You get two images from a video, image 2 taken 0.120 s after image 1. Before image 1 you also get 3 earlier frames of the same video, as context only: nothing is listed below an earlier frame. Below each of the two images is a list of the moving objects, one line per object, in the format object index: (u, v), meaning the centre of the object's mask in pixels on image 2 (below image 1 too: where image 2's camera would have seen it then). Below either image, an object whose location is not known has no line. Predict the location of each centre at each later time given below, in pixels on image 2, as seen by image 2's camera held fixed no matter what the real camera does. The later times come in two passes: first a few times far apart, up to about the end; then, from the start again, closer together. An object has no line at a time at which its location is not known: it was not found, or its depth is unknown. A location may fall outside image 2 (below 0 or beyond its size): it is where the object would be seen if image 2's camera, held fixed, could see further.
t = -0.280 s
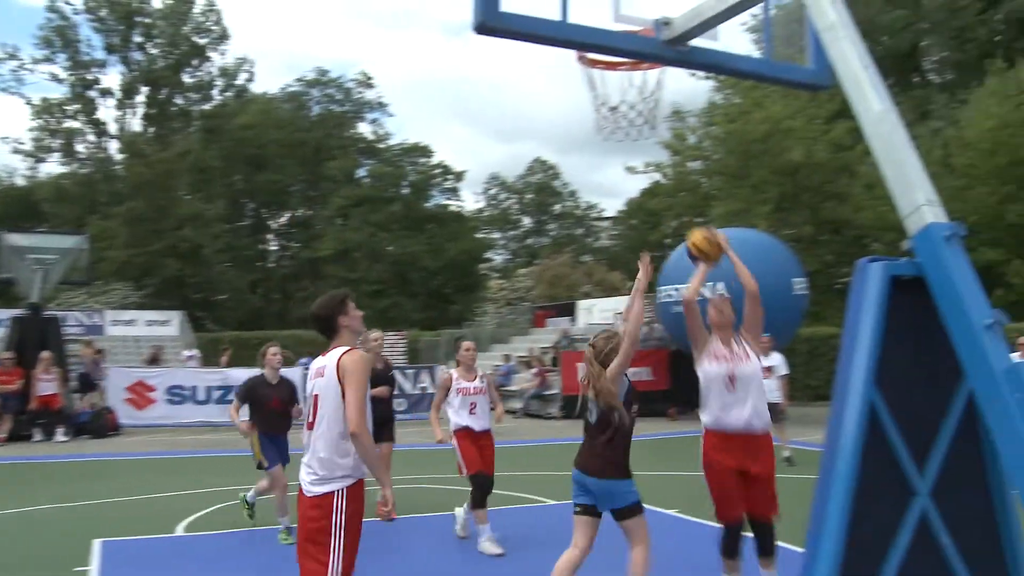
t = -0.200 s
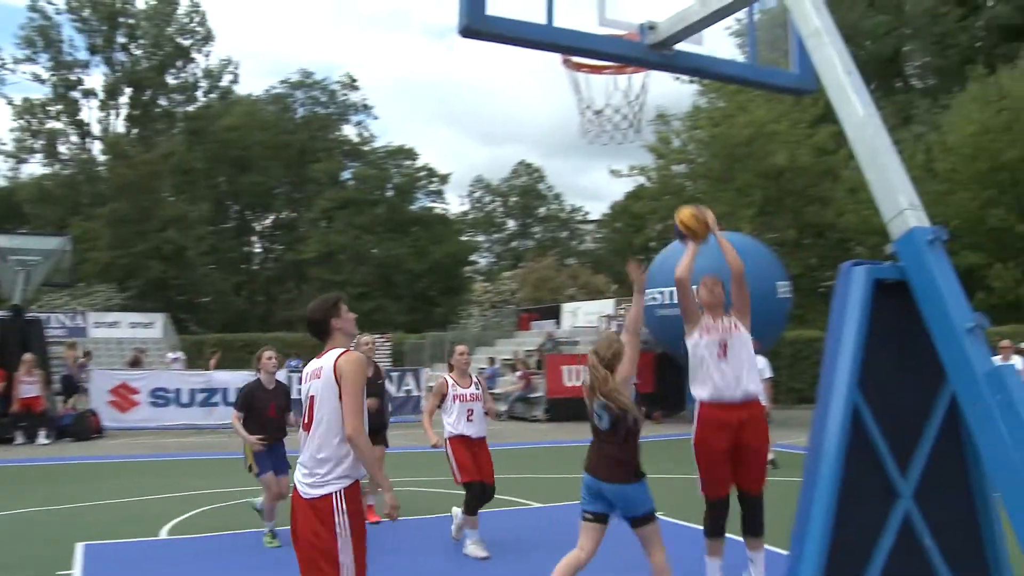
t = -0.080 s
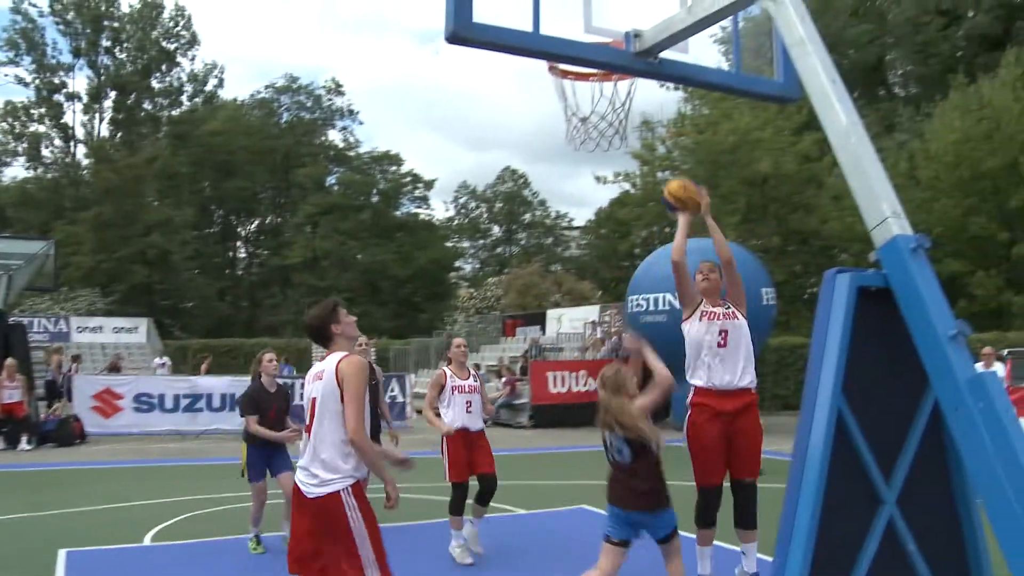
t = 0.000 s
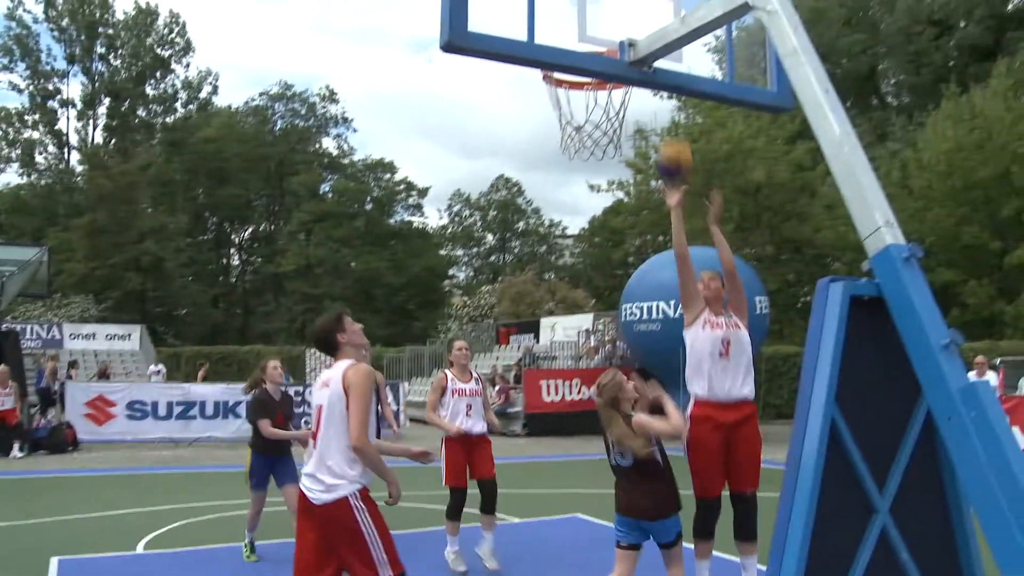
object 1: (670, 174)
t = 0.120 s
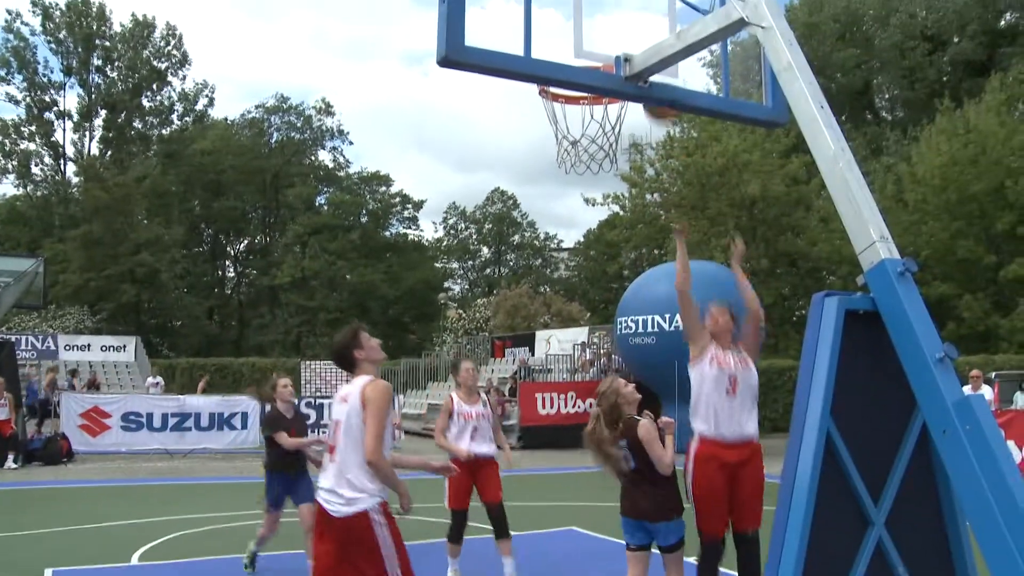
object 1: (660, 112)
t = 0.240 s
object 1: (650, 39)
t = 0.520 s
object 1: (610, 45)
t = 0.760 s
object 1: (558, 190)
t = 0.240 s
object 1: (650, 39)
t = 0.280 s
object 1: (651, 30)
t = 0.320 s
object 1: (650, 23)
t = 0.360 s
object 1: (648, 18)
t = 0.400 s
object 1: (638, 23)
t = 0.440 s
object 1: (629, 30)
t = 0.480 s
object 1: (619, 38)
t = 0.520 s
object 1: (610, 45)
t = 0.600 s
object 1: (590, 100)
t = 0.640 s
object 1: (583, 112)
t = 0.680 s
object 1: (573, 136)
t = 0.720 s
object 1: (565, 164)
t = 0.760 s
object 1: (558, 190)
